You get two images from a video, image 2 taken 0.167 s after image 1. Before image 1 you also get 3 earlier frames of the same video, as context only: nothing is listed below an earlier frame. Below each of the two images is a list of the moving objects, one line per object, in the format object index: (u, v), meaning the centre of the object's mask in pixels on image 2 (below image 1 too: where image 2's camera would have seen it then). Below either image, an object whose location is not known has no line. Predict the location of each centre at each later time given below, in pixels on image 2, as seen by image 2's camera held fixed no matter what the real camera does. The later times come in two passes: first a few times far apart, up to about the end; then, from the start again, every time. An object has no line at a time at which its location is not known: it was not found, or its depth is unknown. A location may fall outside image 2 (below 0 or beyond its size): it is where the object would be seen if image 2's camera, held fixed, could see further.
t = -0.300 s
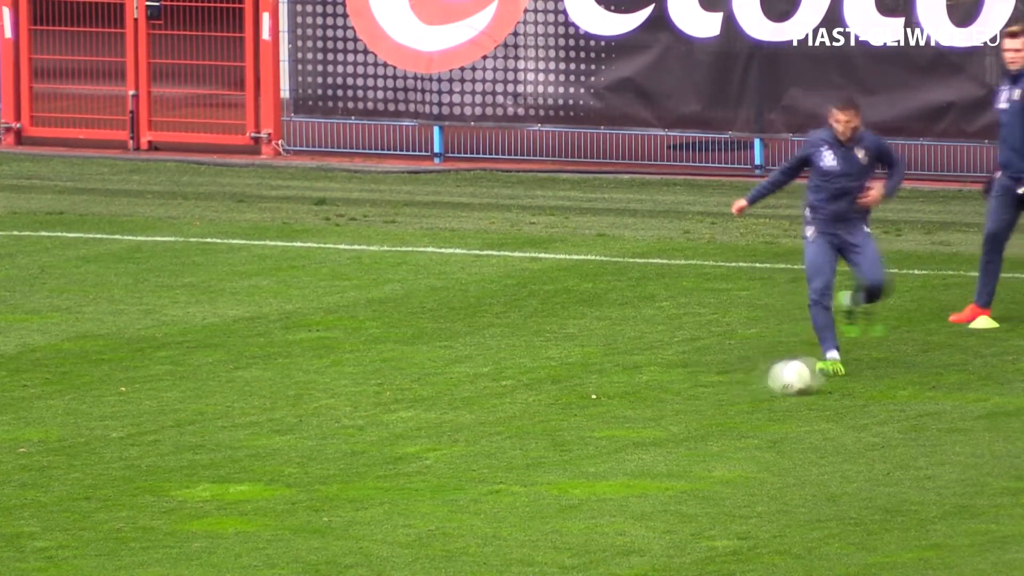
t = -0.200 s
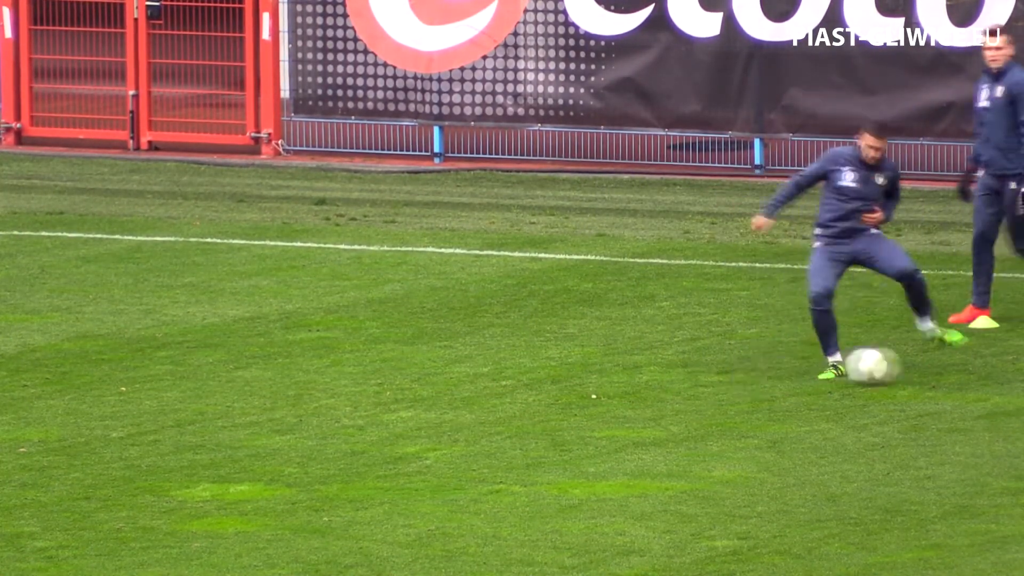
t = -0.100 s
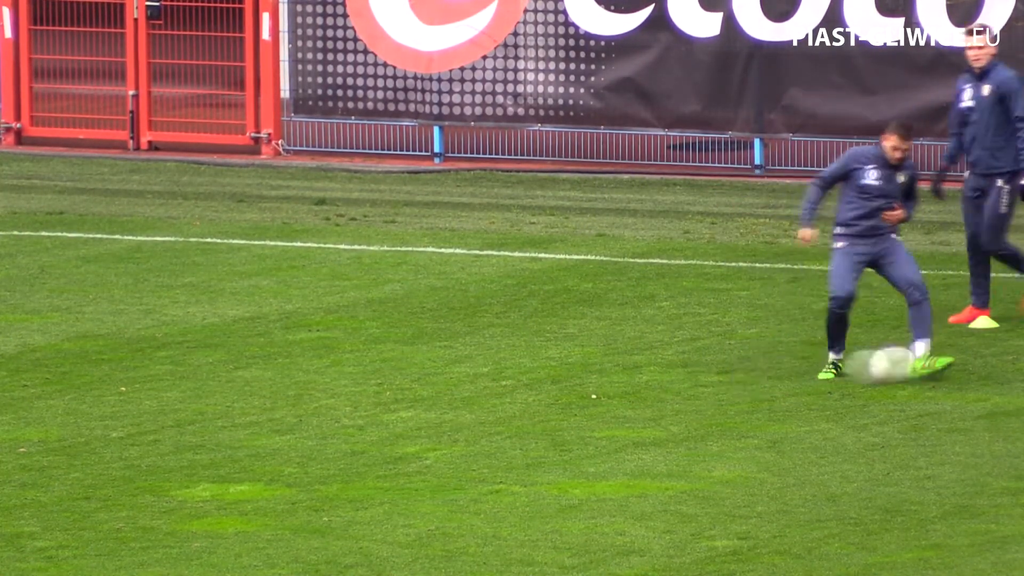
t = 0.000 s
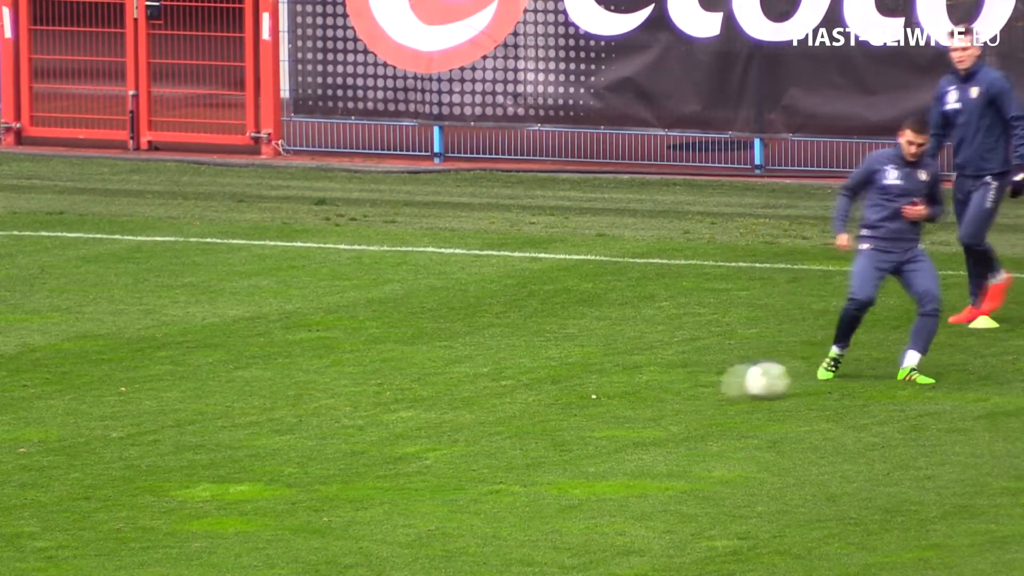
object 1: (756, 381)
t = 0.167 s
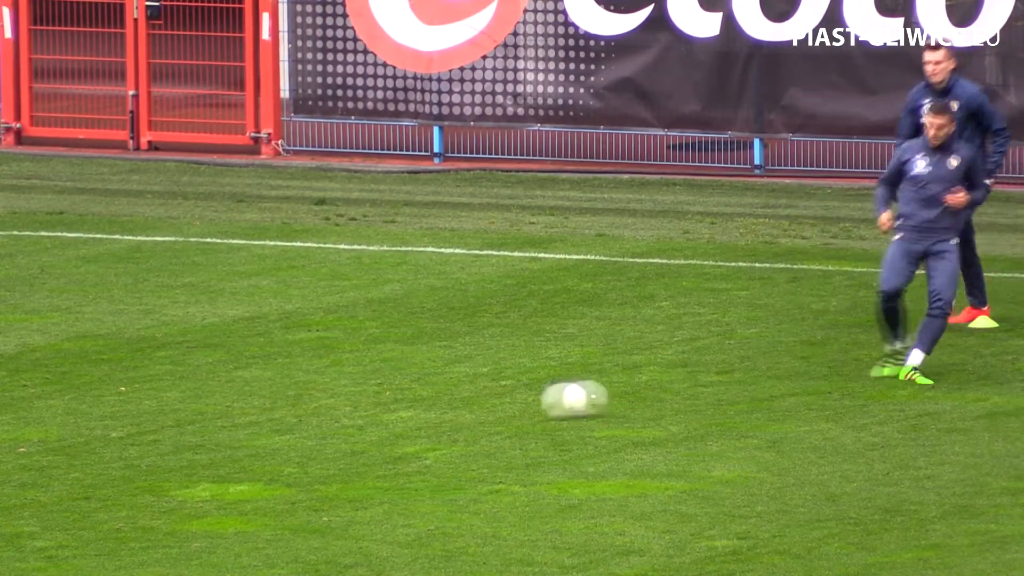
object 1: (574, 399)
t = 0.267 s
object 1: (471, 409)
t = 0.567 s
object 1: (202, 441)
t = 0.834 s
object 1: (23, 460)
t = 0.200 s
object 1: (533, 404)
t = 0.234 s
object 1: (510, 406)
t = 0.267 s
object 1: (471, 409)
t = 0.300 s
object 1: (433, 415)
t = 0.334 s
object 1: (410, 418)
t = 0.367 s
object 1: (373, 423)
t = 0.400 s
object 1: (338, 426)
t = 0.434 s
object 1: (315, 429)
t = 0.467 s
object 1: (284, 432)
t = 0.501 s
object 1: (251, 436)
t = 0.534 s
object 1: (229, 438)
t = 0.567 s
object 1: (202, 441)
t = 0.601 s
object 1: (173, 444)
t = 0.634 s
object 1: (151, 447)
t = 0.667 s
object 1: (128, 449)
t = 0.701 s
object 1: (101, 452)
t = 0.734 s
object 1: (83, 454)
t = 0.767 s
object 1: (60, 457)
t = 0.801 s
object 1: (36, 459)
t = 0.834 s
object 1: (23, 460)
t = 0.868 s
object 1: (11, 461)
